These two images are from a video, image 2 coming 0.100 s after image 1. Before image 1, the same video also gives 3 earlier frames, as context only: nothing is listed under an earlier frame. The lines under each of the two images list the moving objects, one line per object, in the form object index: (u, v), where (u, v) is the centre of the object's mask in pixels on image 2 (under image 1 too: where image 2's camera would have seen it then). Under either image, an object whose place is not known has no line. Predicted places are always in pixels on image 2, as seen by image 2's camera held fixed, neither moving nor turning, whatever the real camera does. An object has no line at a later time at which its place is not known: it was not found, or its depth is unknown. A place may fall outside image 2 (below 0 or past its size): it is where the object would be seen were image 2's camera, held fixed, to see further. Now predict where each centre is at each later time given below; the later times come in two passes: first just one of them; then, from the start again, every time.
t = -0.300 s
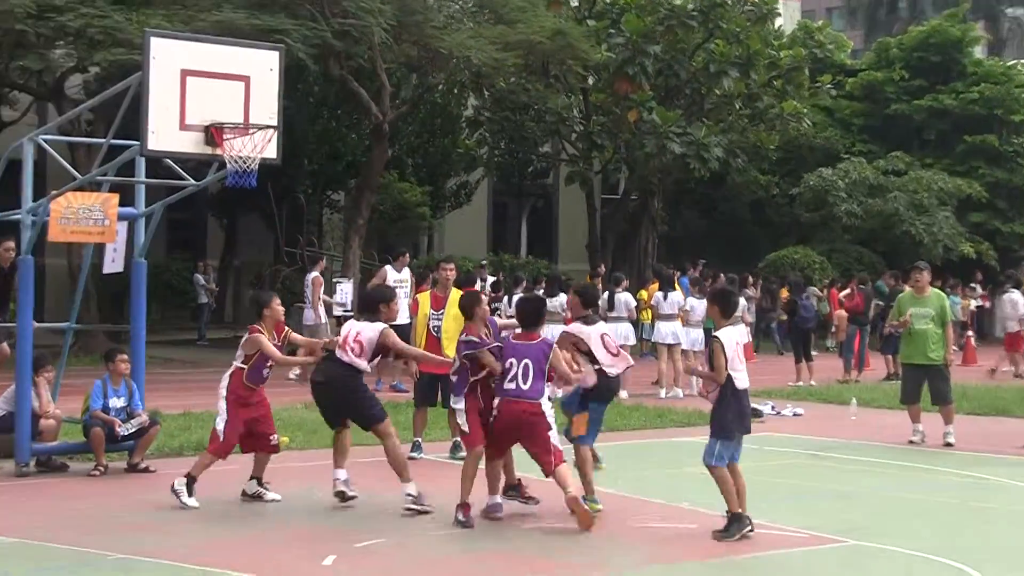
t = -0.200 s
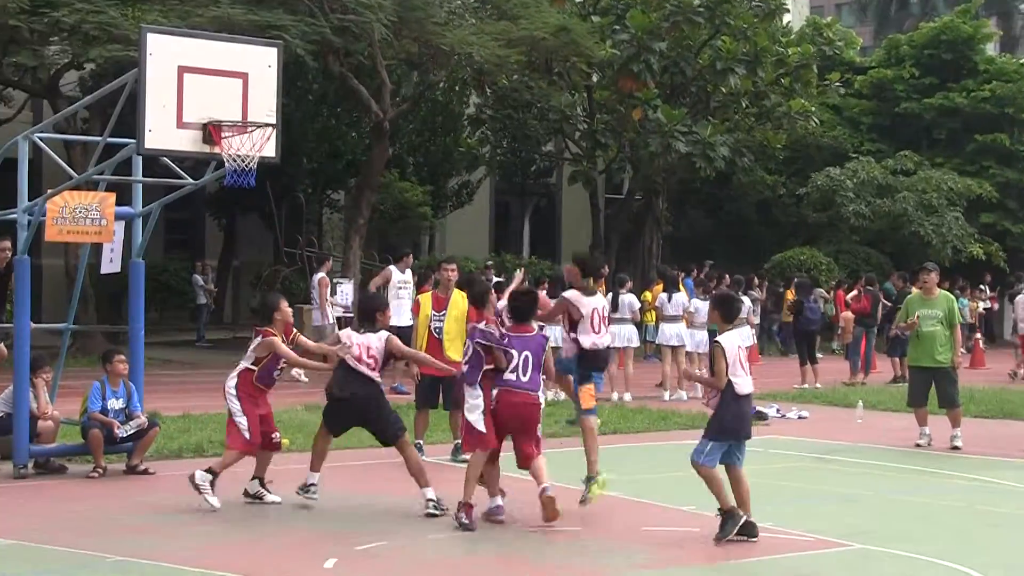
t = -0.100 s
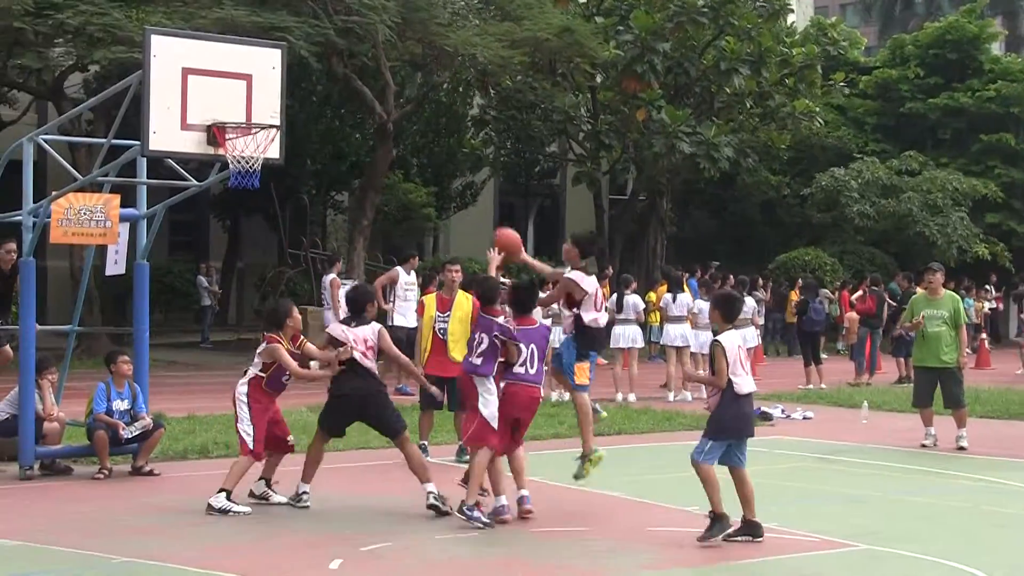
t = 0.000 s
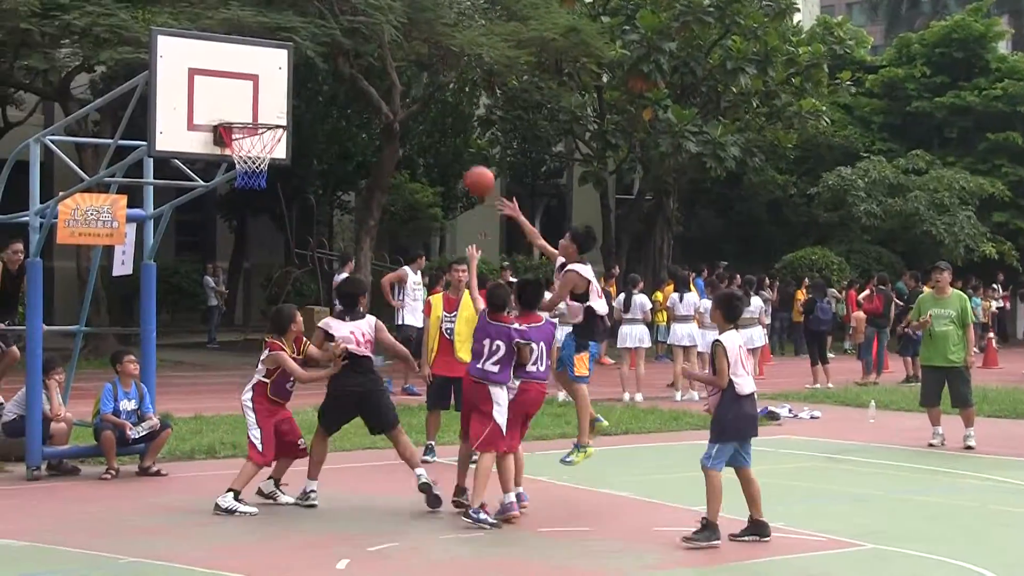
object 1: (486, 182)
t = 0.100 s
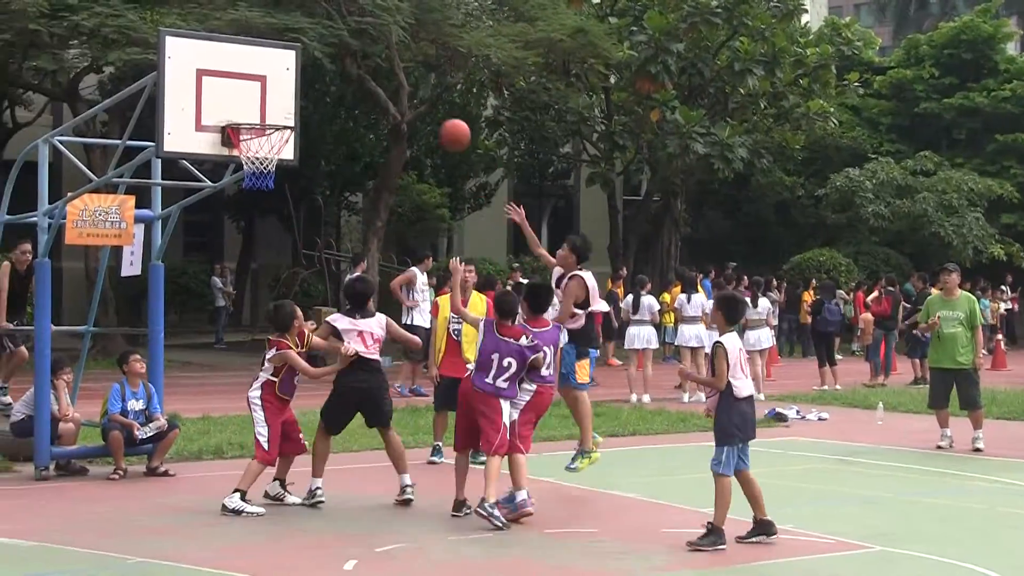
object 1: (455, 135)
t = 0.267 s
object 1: (404, 85)
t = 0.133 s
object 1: (444, 122)
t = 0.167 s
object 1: (435, 111)
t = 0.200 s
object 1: (424, 101)
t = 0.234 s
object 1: (414, 90)
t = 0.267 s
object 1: (404, 85)
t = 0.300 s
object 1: (393, 80)
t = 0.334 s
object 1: (382, 76)
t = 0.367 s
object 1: (372, 74)
